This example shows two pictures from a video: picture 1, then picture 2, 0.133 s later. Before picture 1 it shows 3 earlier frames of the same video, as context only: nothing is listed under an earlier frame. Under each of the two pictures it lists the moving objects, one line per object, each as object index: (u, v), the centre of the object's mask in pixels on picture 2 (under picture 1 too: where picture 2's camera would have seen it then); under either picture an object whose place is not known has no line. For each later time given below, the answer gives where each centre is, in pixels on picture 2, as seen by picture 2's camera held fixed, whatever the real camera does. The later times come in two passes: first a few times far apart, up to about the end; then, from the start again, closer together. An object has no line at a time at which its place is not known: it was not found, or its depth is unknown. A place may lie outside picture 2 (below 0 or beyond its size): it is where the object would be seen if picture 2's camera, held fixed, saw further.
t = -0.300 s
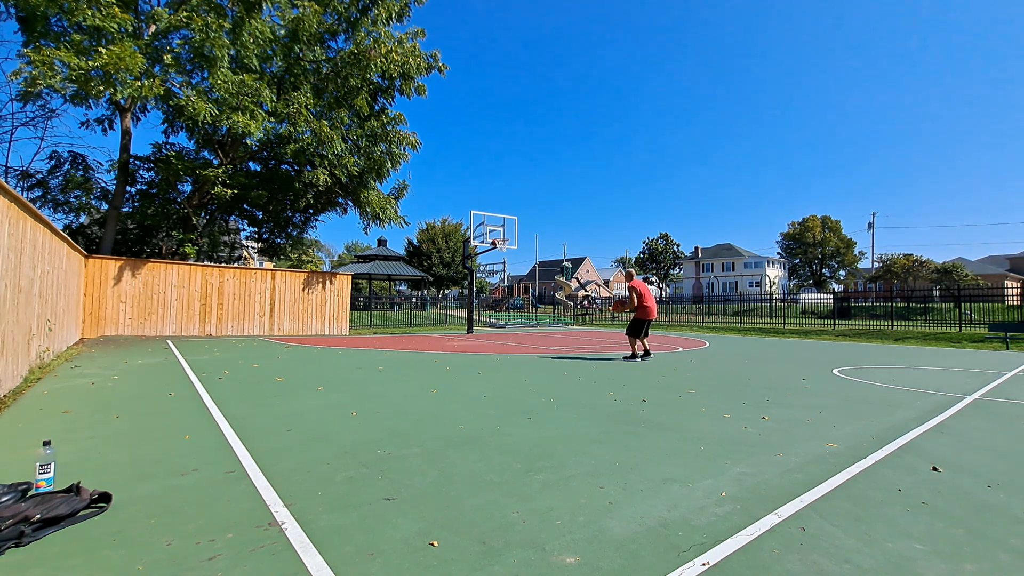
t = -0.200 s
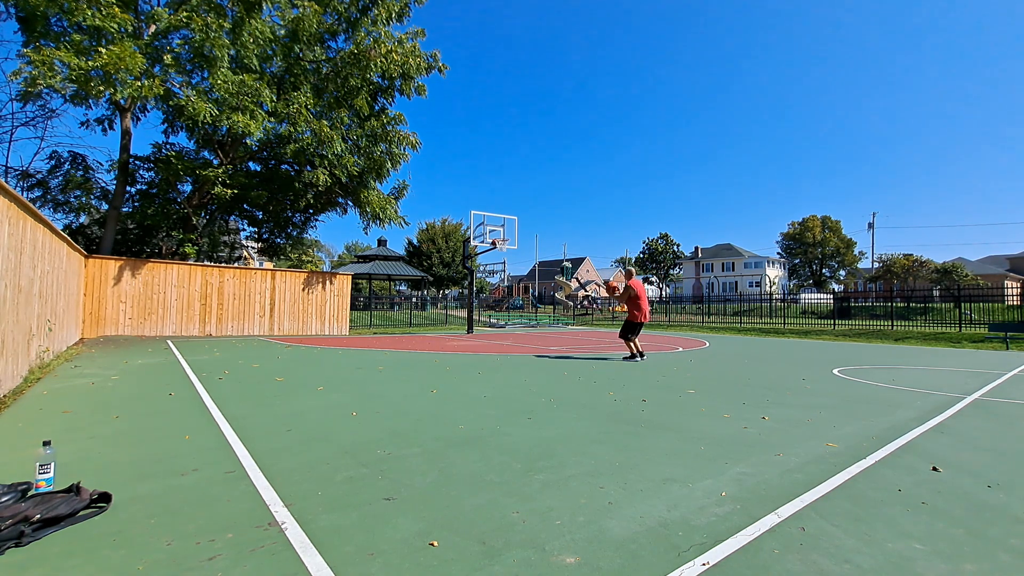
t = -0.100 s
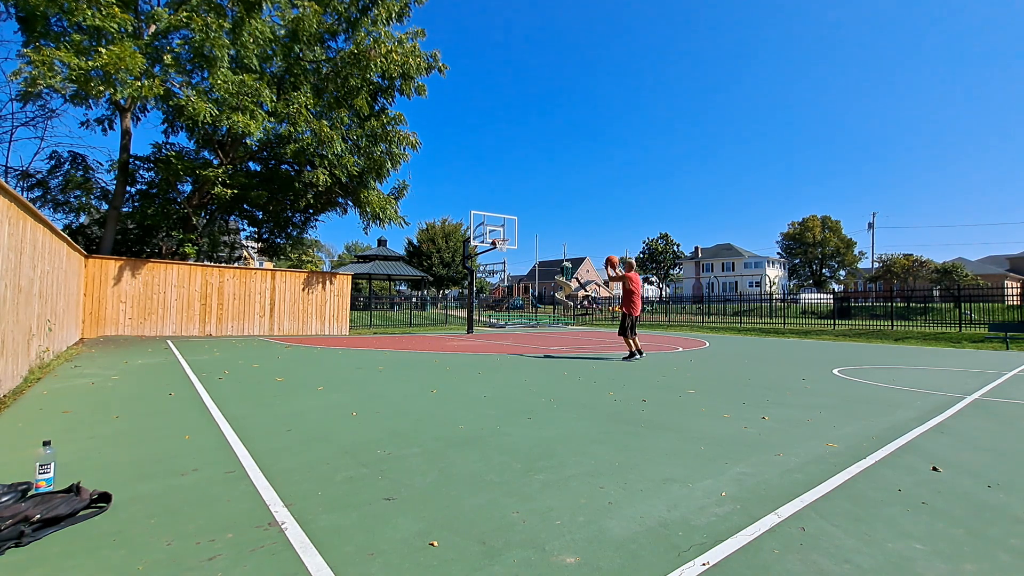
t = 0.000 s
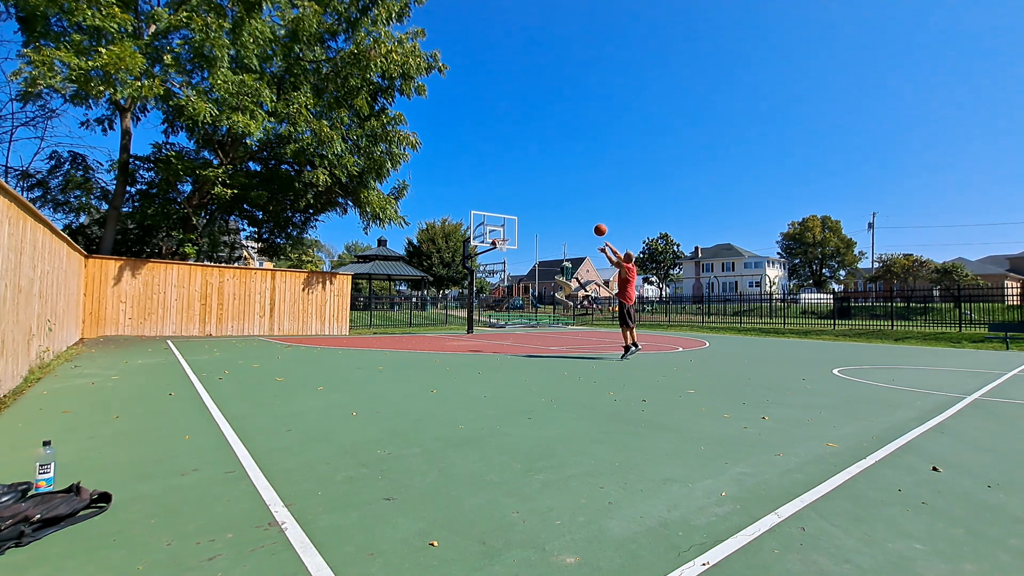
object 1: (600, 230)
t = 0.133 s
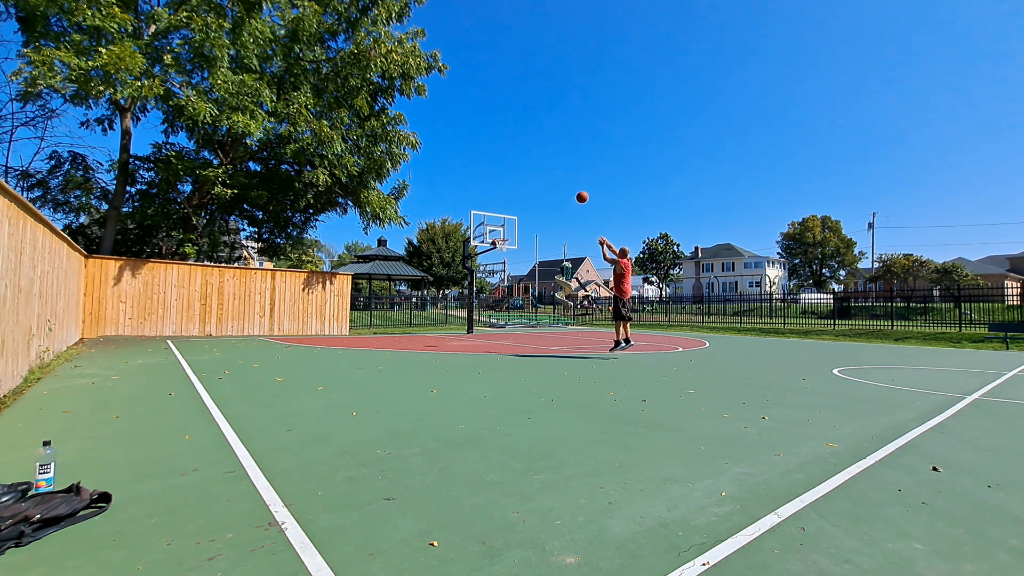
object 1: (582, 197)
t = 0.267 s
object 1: (566, 176)
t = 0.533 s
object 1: (540, 161)
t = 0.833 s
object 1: (517, 175)
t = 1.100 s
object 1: (500, 209)
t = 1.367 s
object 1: (484, 228)
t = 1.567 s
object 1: (469, 218)
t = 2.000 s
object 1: (437, 238)
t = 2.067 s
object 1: (432, 247)
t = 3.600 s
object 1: (332, 303)
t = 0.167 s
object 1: (578, 191)
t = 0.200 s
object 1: (574, 185)
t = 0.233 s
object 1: (570, 180)
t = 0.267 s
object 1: (566, 176)
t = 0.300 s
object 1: (562, 172)
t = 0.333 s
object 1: (559, 169)
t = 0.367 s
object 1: (556, 167)
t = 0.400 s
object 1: (553, 164)
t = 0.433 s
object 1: (549, 163)
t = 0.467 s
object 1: (546, 162)
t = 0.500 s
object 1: (543, 161)
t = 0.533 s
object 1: (540, 161)
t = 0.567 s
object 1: (537, 161)
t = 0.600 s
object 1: (535, 162)
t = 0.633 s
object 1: (532, 163)
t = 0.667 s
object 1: (529, 164)
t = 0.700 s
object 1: (527, 166)
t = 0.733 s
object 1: (524, 168)
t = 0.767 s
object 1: (522, 170)
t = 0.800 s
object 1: (520, 172)
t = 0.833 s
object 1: (517, 175)
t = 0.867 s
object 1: (515, 179)
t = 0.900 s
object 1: (513, 182)
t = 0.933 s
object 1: (511, 186)
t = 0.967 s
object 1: (508, 190)
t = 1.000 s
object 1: (506, 194)
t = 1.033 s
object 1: (504, 199)
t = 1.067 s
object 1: (502, 204)
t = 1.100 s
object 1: (500, 209)
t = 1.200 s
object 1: (494, 225)
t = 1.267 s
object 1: (491, 236)
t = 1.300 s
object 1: (491, 235)
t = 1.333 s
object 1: (488, 232)
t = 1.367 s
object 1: (484, 228)
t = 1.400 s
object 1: (481, 225)
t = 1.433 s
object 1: (479, 223)
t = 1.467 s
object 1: (477, 221)
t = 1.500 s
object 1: (474, 220)
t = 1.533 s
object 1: (472, 218)
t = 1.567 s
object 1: (469, 218)
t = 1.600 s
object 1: (467, 217)
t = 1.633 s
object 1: (465, 217)
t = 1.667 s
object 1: (462, 217)
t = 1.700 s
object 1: (460, 217)
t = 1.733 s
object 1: (458, 218)
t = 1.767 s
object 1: (455, 219)
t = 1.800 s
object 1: (453, 221)
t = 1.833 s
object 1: (450, 223)
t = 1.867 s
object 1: (447, 225)
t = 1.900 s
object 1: (445, 227)
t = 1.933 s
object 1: (443, 231)
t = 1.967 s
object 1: (440, 234)
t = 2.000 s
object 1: (437, 238)
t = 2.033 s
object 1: (434, 243)
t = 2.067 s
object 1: (432, 247)
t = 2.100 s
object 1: (429, 252)
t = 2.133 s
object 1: (426, 258)
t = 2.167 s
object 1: (423, 264)
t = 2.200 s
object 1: (421, 269)
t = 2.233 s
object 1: (418, 277)
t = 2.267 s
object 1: (415, 284)
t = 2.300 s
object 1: (412, 291)
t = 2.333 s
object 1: (410, 299)
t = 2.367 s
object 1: (406, 307)
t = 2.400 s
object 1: (403, 316)
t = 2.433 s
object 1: (400, 325)
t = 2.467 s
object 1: (397, 334)
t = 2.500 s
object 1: (396, 328)
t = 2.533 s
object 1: (394, 321)
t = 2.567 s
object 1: (392, 314)
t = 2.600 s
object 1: (391, 308)
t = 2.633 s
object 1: (389, 302)
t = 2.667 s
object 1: (387, 297)
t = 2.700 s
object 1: (385, 291)
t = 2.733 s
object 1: (384, 287)
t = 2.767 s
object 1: (382, 282)
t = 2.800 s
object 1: (381, 278)
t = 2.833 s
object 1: (379, 274)
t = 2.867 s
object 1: (377, 271)
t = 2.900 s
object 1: (375, 268)
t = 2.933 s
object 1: (373, 266)
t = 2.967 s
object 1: (371, 264)
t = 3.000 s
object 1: (369, 262)
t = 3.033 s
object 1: (368, 261)
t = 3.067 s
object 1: (365, 260)
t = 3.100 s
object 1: (363, 259)
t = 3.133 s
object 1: (362, 259)
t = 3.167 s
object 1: (360, 260)
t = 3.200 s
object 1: (358, 260)
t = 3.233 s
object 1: (356, 262)
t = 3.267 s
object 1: (354, 263)
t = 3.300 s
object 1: (352, 265)
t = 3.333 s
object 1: (350, 267)
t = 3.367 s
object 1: (348, 270)
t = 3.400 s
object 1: (345, 273)
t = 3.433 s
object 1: (343, 278)
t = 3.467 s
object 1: (341, 282)
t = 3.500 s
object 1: (339, 286)
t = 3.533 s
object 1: (336, 291)
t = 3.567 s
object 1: (335, 297)
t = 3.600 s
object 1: (332, 303)
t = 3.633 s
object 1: (330, 309)
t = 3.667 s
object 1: (328, 316)
